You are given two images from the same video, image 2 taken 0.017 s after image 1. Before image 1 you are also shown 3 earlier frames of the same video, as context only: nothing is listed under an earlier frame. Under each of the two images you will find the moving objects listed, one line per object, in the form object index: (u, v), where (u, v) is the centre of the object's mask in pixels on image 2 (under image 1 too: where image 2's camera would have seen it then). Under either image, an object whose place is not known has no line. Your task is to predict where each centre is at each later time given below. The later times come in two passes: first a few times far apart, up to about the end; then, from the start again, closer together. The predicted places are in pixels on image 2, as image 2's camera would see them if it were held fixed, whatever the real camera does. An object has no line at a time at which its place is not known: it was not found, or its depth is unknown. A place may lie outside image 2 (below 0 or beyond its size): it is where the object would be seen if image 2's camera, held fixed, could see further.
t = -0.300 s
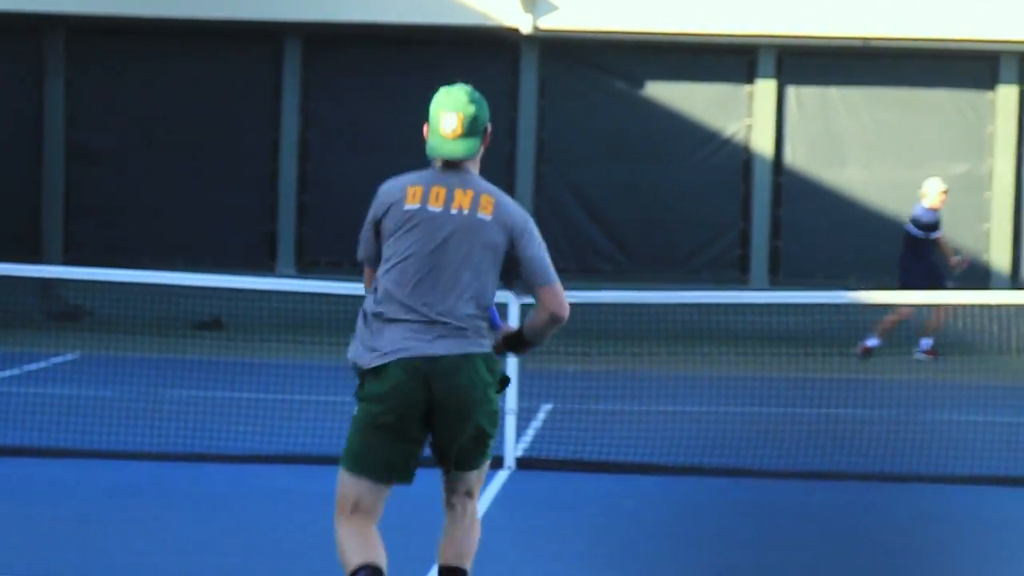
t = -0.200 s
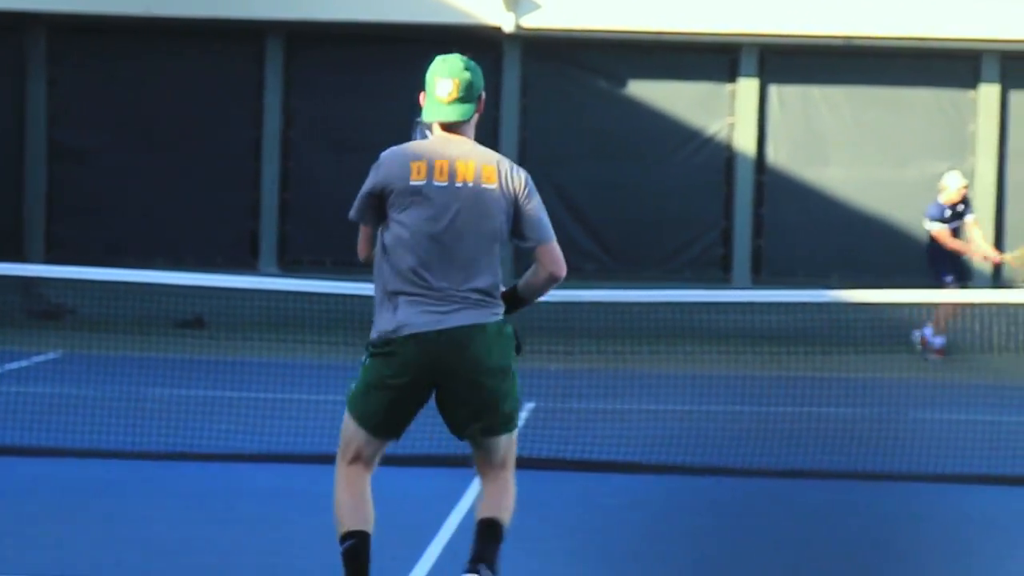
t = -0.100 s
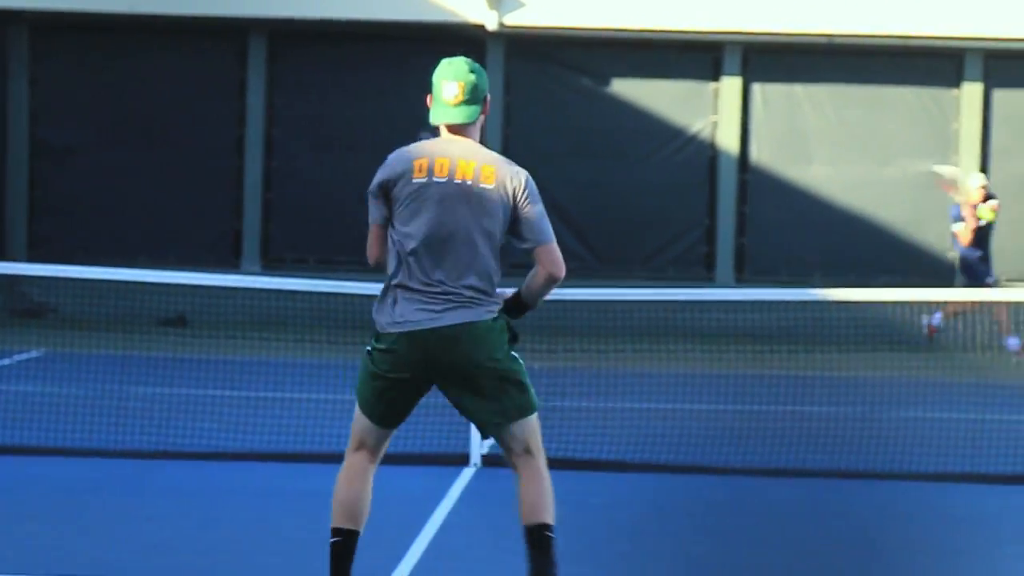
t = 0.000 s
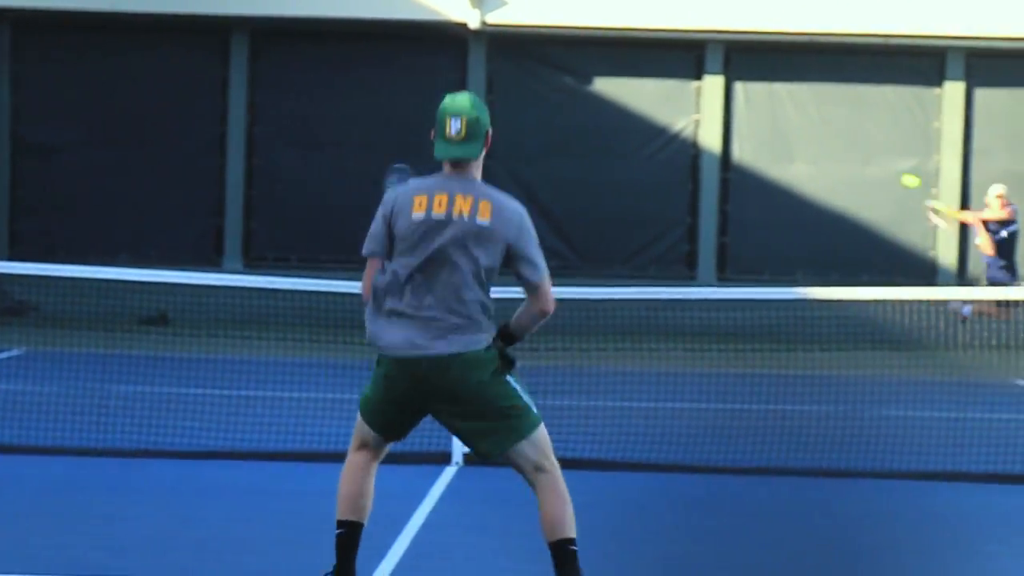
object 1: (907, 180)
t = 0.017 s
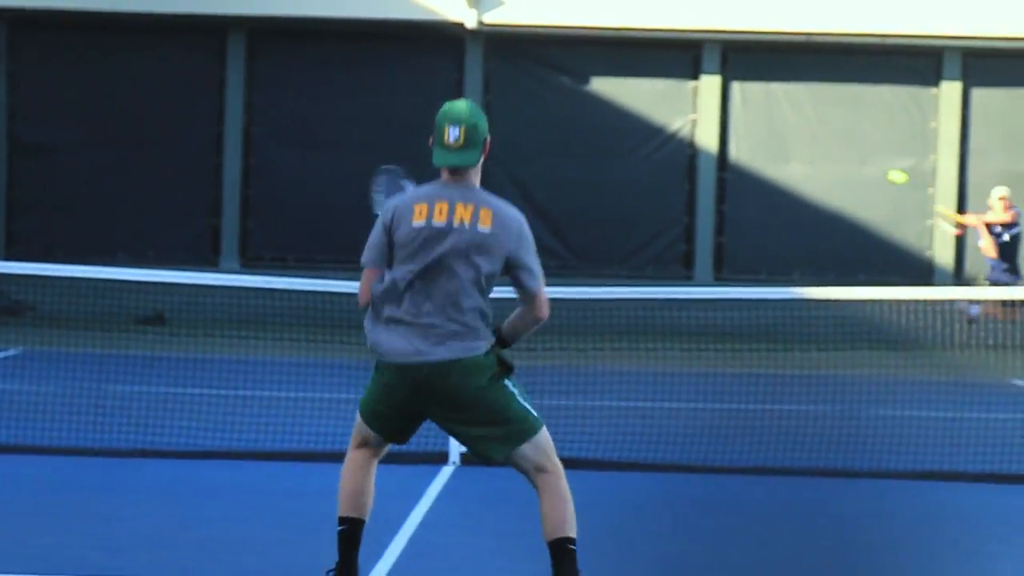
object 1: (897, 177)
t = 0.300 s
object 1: (685, 164)
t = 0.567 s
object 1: (387, 304)
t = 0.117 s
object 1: (832, 158)
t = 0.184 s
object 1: (784, 153)
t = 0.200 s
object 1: (772, 153)
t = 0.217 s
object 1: (759, 153)
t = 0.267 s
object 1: (715, 159)
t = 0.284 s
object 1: (700, 161)
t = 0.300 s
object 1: (685, 164)
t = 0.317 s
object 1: (670, 168)
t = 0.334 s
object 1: (653, 172)
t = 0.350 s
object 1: (637, 177)
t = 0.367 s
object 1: (621, 182)
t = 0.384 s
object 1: (604, 188)
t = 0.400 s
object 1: (587, 196)
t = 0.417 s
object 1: (568, 203)
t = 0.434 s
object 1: (549, 212)
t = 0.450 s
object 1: (531, 221)
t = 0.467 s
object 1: (511, 231)
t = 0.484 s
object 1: (491, 241)
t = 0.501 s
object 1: (470, 253)
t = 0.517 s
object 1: (450, 264)
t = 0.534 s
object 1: (430, 276)
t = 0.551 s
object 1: (404, 293)
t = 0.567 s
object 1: (387, 304)
